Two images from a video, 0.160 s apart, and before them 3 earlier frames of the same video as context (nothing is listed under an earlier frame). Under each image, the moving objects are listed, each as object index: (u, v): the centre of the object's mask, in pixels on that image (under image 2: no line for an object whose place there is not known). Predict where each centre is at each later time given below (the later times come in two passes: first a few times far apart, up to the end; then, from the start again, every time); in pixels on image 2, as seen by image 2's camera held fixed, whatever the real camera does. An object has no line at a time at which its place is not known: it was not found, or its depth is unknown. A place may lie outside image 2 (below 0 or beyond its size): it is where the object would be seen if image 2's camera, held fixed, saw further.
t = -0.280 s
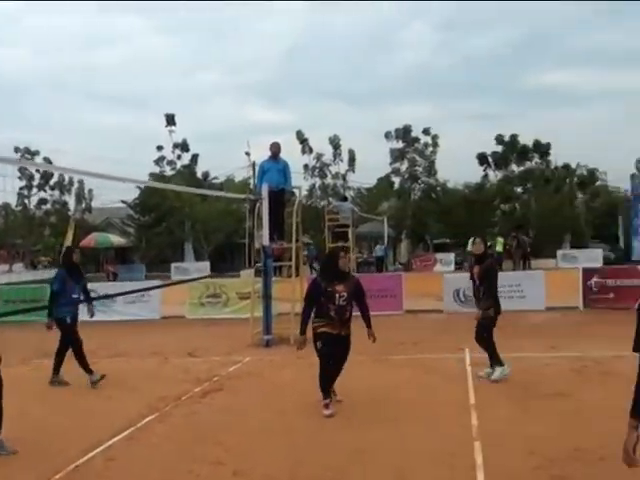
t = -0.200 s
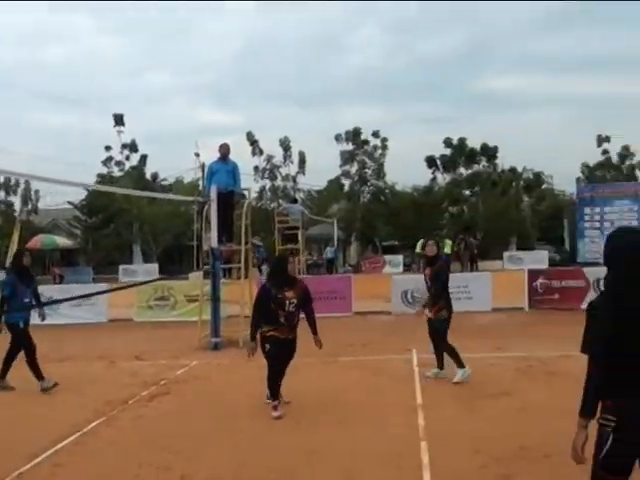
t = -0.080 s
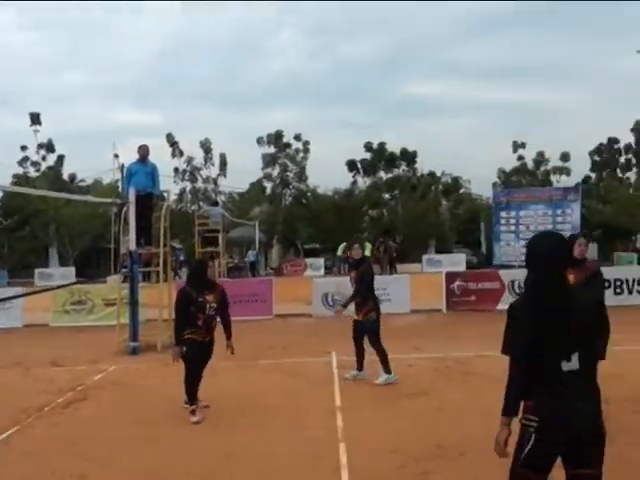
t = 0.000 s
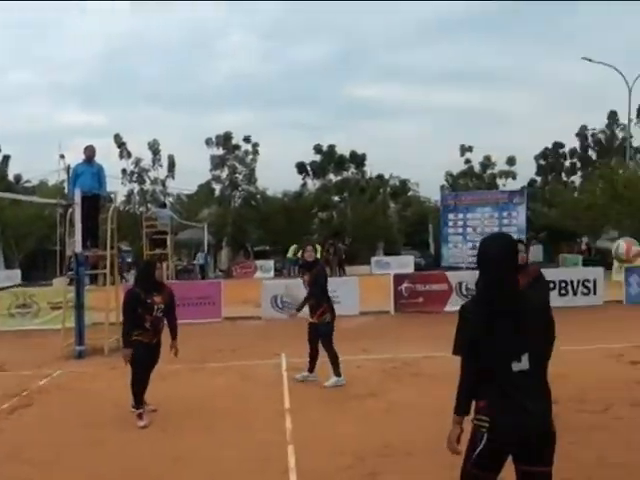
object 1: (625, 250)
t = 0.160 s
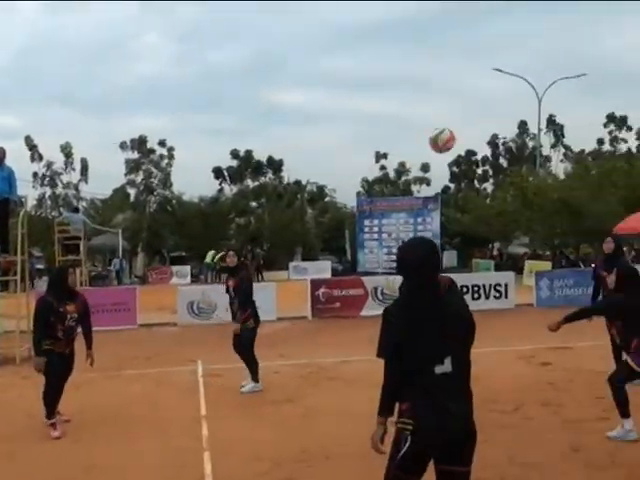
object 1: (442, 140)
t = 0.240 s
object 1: (395, 95)
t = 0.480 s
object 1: (257, 9)
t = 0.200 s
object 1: (418, 117)
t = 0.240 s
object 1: (395, 95)
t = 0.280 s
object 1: (371, 76)
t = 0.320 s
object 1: (348, 59)
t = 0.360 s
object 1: (325, 44)
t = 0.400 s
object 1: (301, 30)
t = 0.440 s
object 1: (278, 19)
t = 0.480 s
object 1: (257, 9)
